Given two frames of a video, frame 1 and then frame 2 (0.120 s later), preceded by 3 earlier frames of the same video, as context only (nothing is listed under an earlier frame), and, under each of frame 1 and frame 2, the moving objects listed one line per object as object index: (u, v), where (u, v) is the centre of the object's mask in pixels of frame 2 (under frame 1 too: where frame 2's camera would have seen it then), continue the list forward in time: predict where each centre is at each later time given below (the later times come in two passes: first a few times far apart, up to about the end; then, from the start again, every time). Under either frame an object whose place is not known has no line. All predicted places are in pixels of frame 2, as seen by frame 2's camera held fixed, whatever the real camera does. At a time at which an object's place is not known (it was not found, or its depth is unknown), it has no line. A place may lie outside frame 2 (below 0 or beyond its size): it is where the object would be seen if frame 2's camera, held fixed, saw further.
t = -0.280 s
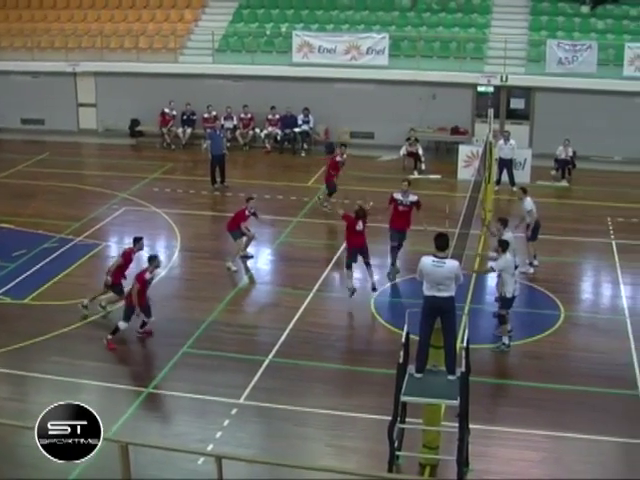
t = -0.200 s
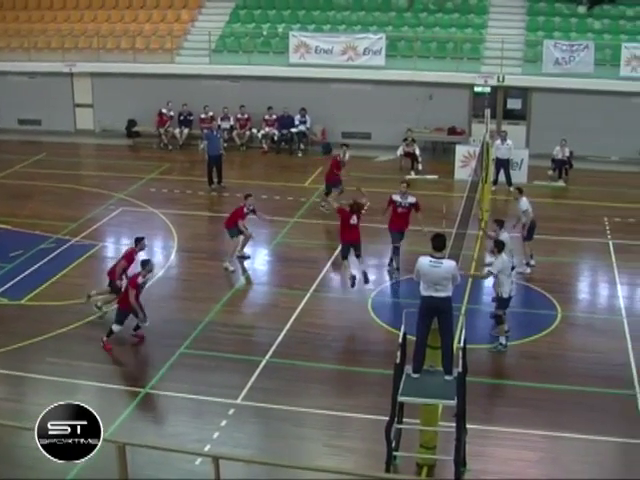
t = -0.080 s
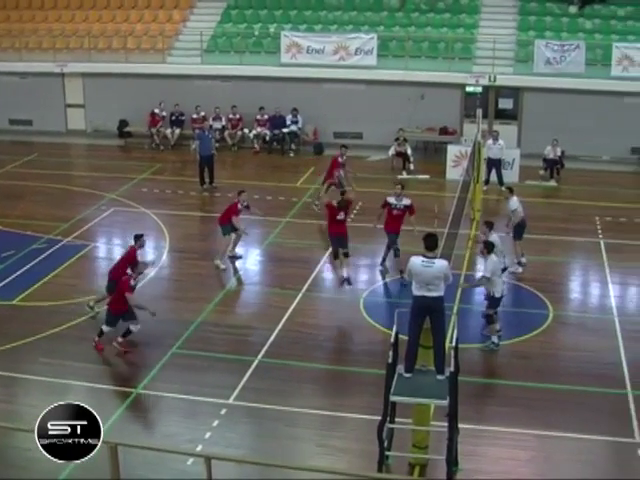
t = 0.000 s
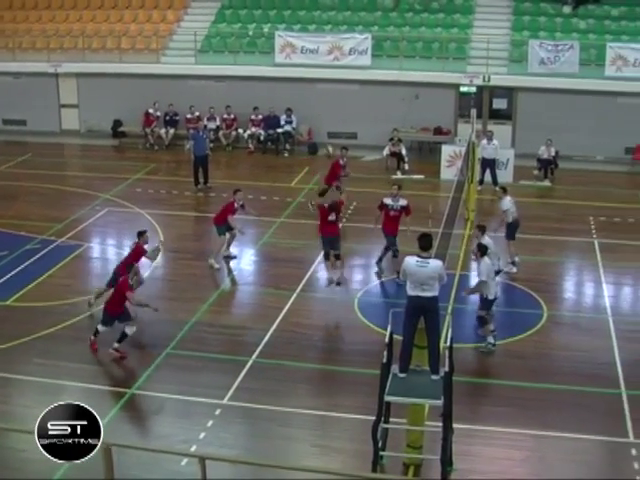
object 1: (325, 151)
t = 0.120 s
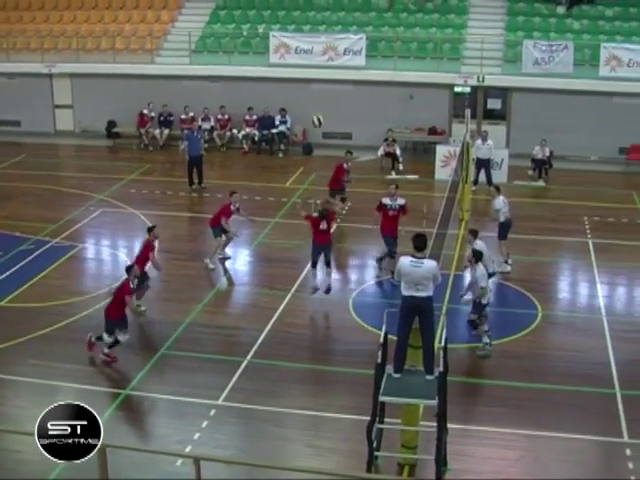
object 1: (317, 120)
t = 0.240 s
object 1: (311, 95)
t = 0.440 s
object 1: (299, 73)
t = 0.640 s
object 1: (287, 73)
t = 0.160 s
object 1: (315, 111)
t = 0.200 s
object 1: (312, 104)
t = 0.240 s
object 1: (311, 95)
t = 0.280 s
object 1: (308, 89)
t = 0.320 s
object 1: (305, 84)
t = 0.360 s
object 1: (303, 79)
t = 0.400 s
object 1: (301, 75)
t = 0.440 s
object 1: (299, 73)
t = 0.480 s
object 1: (297, 71)
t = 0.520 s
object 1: (294, 71)
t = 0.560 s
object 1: (292, 71)
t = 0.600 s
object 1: (290, 71)
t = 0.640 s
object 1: (287, 73)
